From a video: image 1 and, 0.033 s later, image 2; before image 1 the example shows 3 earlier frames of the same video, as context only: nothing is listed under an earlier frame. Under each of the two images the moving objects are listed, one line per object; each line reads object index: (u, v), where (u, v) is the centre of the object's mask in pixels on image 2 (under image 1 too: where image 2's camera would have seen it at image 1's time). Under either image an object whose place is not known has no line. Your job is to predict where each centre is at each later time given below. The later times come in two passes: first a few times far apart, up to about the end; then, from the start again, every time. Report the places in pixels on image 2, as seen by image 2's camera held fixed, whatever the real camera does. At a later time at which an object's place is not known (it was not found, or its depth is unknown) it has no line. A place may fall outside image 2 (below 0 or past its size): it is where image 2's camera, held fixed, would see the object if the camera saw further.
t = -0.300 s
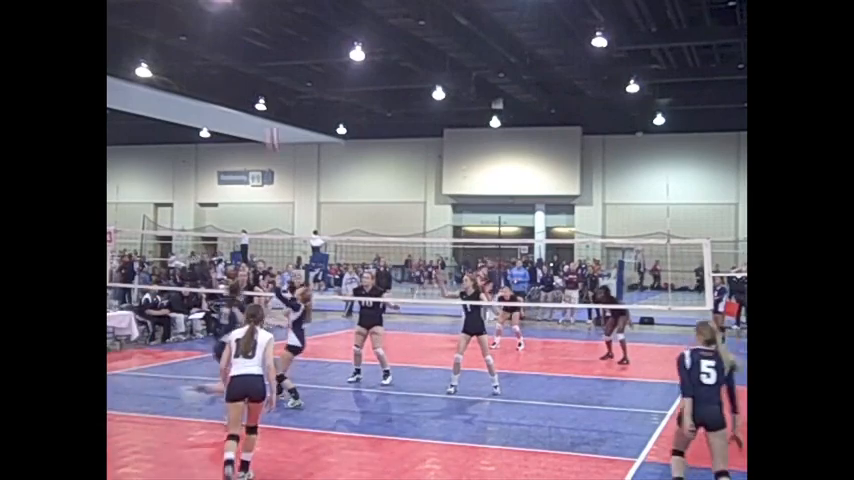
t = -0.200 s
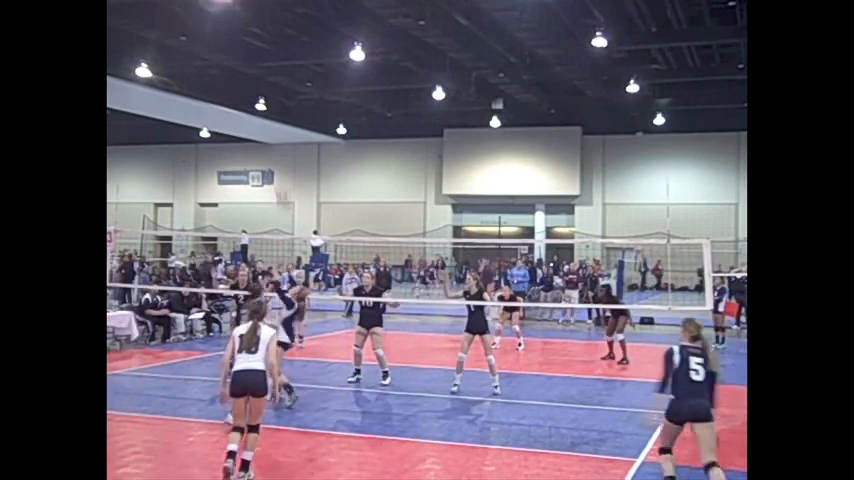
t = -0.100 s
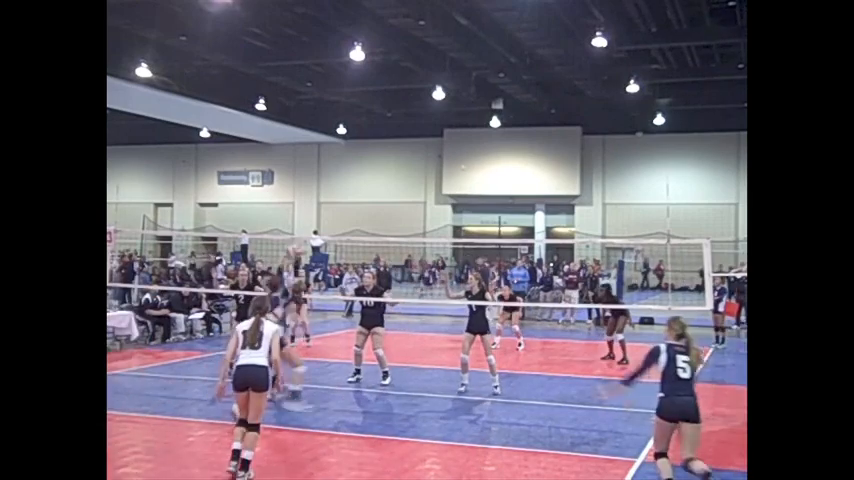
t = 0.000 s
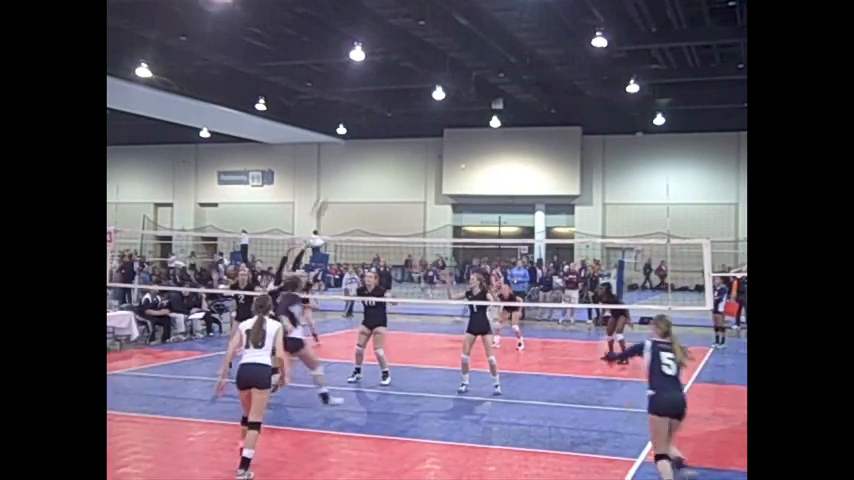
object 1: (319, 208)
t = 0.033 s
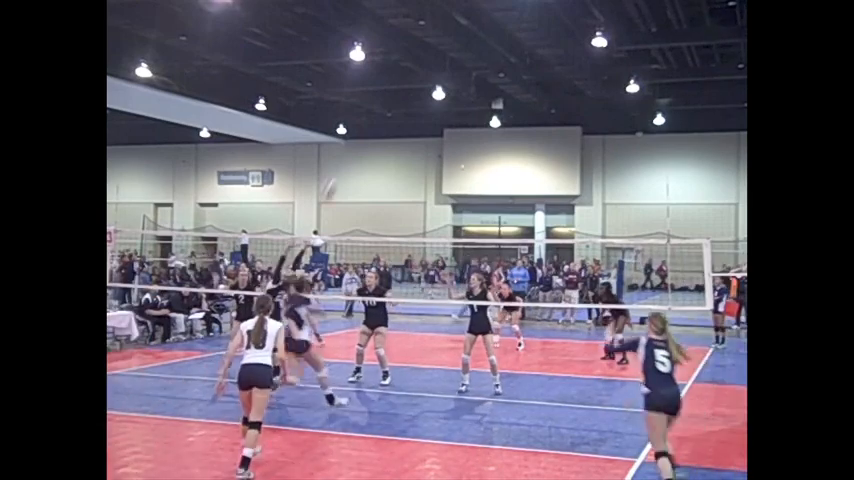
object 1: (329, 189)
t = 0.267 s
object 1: (387, 105)
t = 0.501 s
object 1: (441, 60)
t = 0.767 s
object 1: (503, 56)
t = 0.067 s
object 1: (337, 175)
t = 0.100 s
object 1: (345, 161)
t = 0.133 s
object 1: (353, 147)
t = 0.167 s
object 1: (362, 135)
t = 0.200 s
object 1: (370, 125)
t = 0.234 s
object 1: (378, 115)
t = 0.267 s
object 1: (387, 105)
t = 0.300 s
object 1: (394, 96)
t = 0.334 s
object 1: (403, 88)
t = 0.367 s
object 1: (410, 81)
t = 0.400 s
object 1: (418, 74)
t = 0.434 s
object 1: (426, 68)
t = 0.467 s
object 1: (434, 64)
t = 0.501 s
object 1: (441, 60)
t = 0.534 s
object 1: (449, 56)
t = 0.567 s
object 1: (457, 54)
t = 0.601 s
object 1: (465, 52)
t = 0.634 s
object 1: (473, 51)
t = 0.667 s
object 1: (480, 51)
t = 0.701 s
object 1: (488, 52)
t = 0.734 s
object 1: (496, 53)
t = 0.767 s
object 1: (503, 56)
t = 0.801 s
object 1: (511, 59)
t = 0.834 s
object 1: (518, 63)
